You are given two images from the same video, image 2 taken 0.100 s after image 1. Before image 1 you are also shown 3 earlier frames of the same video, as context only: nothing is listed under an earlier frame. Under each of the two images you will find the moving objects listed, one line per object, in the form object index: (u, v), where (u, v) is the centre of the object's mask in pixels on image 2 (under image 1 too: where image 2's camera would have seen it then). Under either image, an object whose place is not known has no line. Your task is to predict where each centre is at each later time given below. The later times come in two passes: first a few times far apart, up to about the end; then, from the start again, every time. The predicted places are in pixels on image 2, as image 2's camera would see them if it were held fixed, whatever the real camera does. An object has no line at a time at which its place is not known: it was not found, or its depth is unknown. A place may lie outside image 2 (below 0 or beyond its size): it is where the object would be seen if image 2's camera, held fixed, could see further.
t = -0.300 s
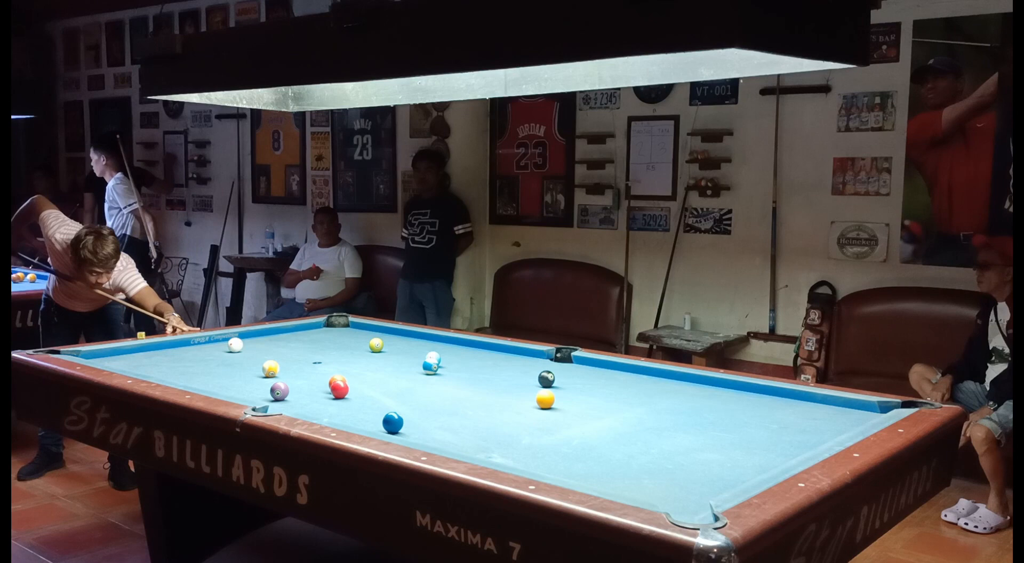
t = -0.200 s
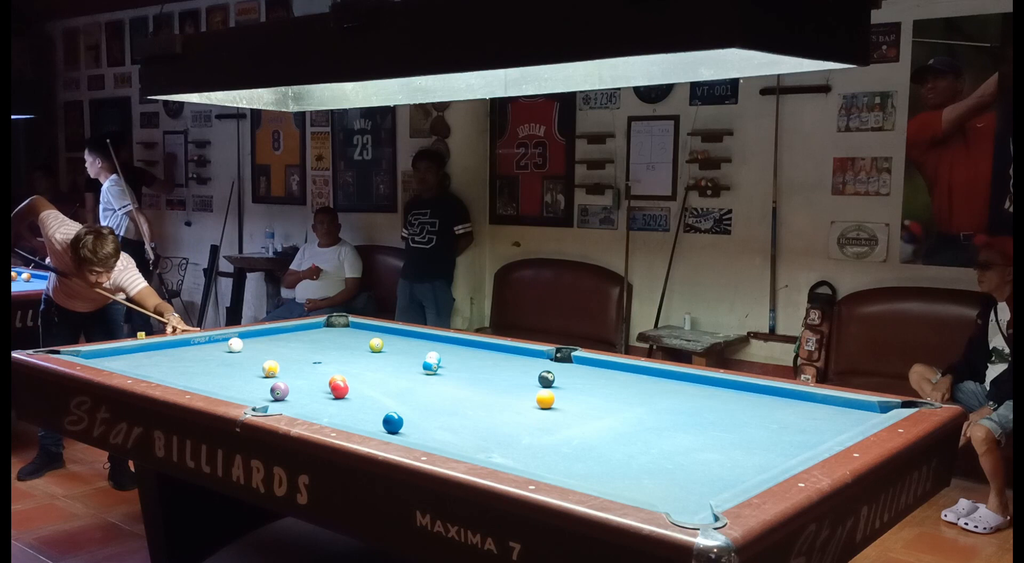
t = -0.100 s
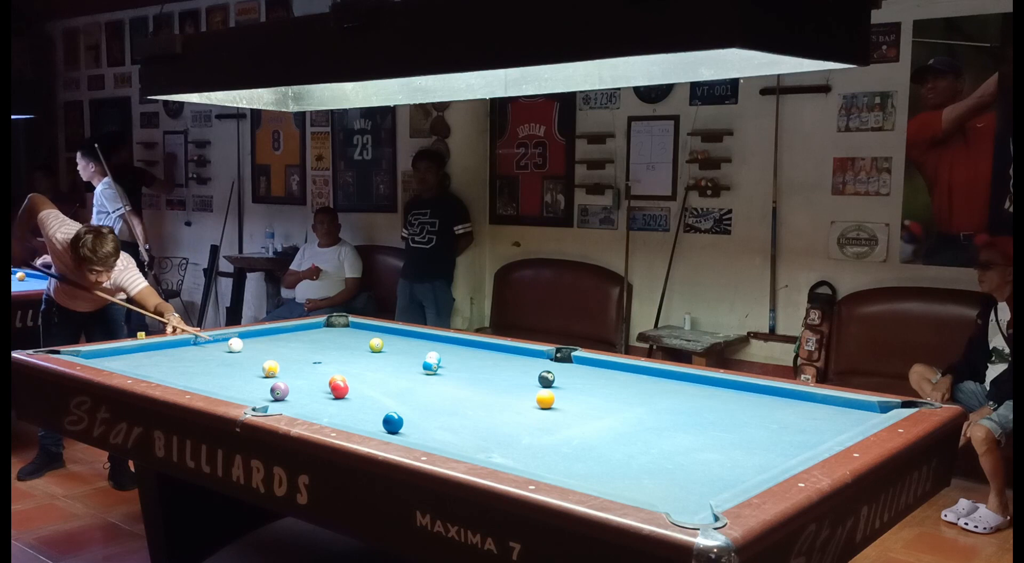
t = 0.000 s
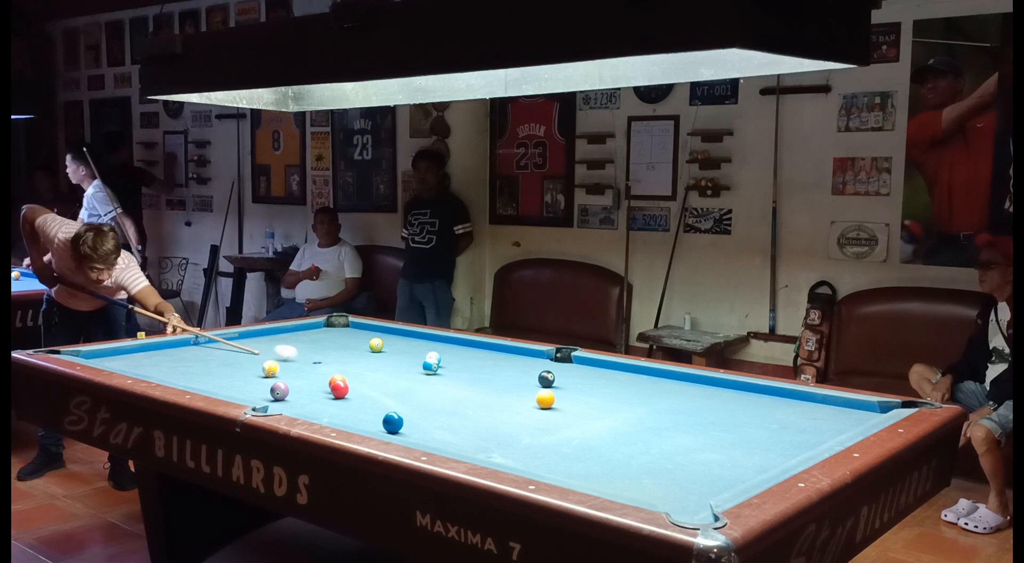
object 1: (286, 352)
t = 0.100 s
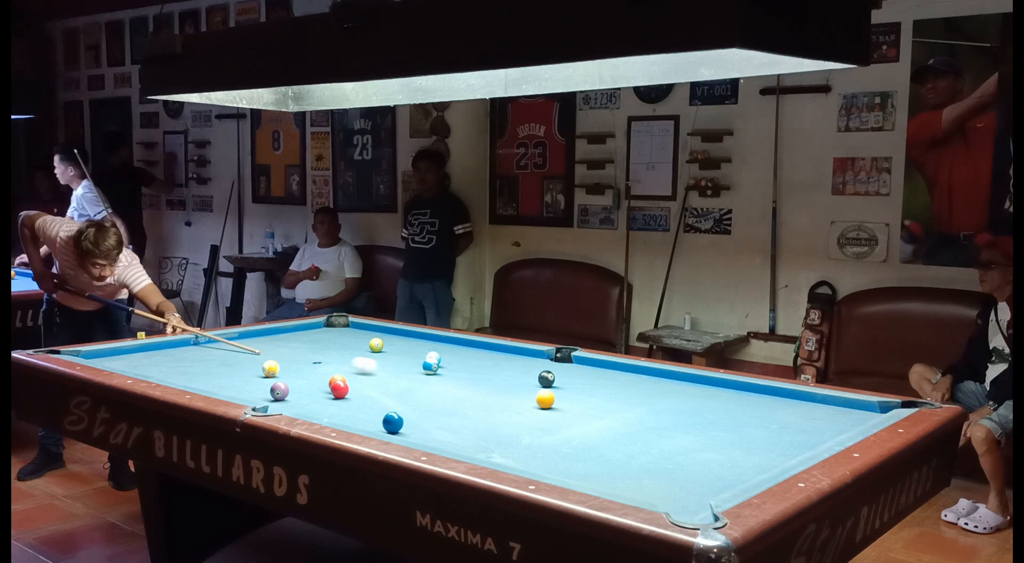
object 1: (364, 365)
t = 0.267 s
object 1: (501, 387)
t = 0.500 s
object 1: (646, 392)
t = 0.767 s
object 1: (766, 389)
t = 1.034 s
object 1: (759, 400)
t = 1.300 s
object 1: (751, 409)
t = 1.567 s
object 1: (742, 420)
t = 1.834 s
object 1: (732, 431)
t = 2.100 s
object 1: (722, 442)
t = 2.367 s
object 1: (712, 453)
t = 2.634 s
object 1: (701, 464)
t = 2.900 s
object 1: (691, 475)
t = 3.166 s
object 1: (679, 486)
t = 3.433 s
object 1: (668, 498)
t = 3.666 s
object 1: (666, 502)
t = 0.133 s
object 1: (391, 369)
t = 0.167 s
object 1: (418, 374)
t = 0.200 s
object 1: (447, 377)
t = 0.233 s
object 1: (474, 382)
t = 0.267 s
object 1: (501, 387)
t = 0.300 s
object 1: (528, 391)
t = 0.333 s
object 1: (556, 392)
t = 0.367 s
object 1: (575, 393)
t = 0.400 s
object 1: (595, 393)
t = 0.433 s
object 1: (613, 393)
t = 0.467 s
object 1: (630, 392)
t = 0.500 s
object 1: (646, 392)
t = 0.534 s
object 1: (661, 392)
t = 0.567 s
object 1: (676, 392)
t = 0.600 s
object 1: (692, 391)
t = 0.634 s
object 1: (707, 391)
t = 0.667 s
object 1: (722, 390)
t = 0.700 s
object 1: (737, 390)
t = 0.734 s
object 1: (751, 390)
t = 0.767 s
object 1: (766, 389)
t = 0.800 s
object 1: (767, 391)
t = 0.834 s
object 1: (766, 392)
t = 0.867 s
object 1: (764, 393)
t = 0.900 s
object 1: (763, 395)
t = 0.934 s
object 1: (762, 396)
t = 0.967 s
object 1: (761, 397)
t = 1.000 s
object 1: (760, 398)
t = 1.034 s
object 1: (759, 400)
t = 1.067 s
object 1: (758, 401)
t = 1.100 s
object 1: (757, 402)
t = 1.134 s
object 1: (756, 403)
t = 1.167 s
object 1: (755, 404)
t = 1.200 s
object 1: (754, 406)
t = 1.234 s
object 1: (753, 407)
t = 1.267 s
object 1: (752, 408)
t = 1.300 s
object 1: (751, 409)
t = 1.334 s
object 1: (750, 411)
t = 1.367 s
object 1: (749, 412)
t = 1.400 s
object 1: (747, 413)
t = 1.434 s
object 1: (746, 414)
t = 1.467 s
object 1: (745, 416)
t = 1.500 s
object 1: (744, 417)
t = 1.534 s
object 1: (743, 418)
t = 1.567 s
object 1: (742, 420)
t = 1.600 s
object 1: (741, 421)
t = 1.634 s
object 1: (739, 423)
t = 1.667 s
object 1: (738, 424)
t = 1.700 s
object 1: (737, 426)
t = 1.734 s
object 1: (736, 427)
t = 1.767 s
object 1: (735, 428)
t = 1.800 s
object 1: (734, 429)
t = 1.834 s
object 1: (732, 431)
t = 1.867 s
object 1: (731, 432)
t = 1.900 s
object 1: (730, 433)
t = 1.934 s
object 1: (729, 434)
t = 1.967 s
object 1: (727, 436)
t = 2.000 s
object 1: (726, 438)
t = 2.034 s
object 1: (725, 439)
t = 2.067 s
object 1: (724, 440)
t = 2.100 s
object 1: (722, 442)
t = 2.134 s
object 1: (721, 443)
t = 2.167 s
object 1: (720, 444)
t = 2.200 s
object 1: (719, 446)
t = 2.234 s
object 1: (717, 447)
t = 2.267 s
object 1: (716, 449)
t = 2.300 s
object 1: (715, 450)
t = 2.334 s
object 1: (713, 451)
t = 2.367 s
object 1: (712, 453)
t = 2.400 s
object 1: (711, 454)
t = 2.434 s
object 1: (709, 455)
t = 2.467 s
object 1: (708, 457)
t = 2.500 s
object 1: (707, 459)
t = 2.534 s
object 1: (705, 460)
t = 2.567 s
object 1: (704, 461)
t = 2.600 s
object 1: (703, 463)
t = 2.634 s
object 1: (701, 464)
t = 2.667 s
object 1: (700, 465)
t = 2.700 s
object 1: (699, 467)
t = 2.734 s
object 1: (697, 468)
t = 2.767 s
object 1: (696, 470)
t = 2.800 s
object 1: (695, 471)
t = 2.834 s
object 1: (693, 473)
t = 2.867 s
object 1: (692, 474)
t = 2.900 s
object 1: (691, 475)
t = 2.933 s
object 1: (689, 477)
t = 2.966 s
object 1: (688, 478)
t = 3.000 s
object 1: (686, 480)
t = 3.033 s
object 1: (685, 481)
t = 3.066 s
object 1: (684, 483)
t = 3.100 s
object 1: (682, 484)
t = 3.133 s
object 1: (681, 485)
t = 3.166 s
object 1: (679, 486)
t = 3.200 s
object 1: (678, 488)
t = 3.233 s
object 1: (677, 490)
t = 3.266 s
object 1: (675, 491)
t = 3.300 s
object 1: (674, 492)
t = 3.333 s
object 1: (672, 493)
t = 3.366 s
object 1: (671, 495)
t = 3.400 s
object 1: (670, 497)
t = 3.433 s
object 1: (668, 498)
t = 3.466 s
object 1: (667, 499)
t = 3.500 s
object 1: (666, 500)
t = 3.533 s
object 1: (665, 500)
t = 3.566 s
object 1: (664, 501)
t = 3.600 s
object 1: (663, 501)
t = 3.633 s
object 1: (664, 502)
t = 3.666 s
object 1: (666, 502)
